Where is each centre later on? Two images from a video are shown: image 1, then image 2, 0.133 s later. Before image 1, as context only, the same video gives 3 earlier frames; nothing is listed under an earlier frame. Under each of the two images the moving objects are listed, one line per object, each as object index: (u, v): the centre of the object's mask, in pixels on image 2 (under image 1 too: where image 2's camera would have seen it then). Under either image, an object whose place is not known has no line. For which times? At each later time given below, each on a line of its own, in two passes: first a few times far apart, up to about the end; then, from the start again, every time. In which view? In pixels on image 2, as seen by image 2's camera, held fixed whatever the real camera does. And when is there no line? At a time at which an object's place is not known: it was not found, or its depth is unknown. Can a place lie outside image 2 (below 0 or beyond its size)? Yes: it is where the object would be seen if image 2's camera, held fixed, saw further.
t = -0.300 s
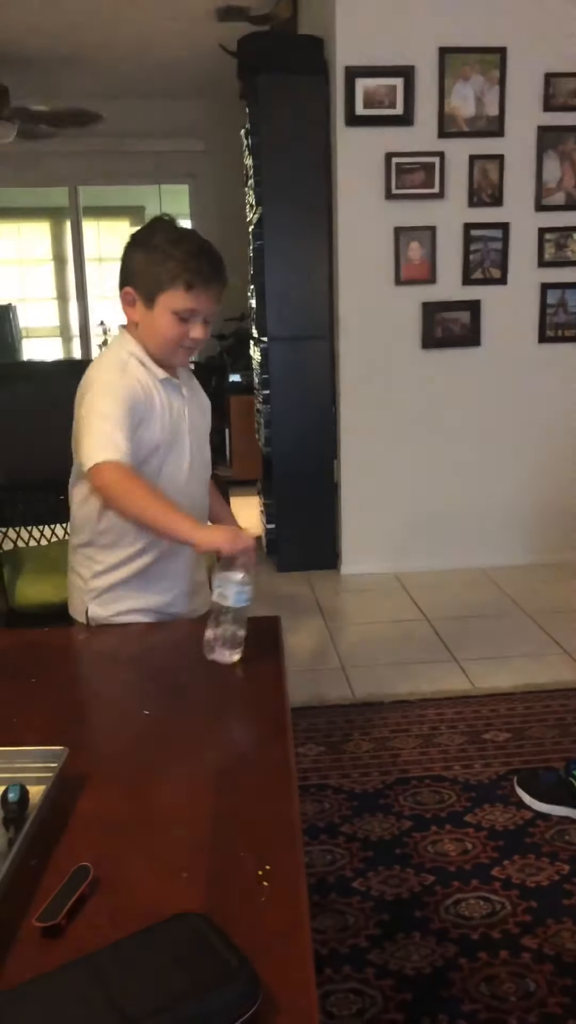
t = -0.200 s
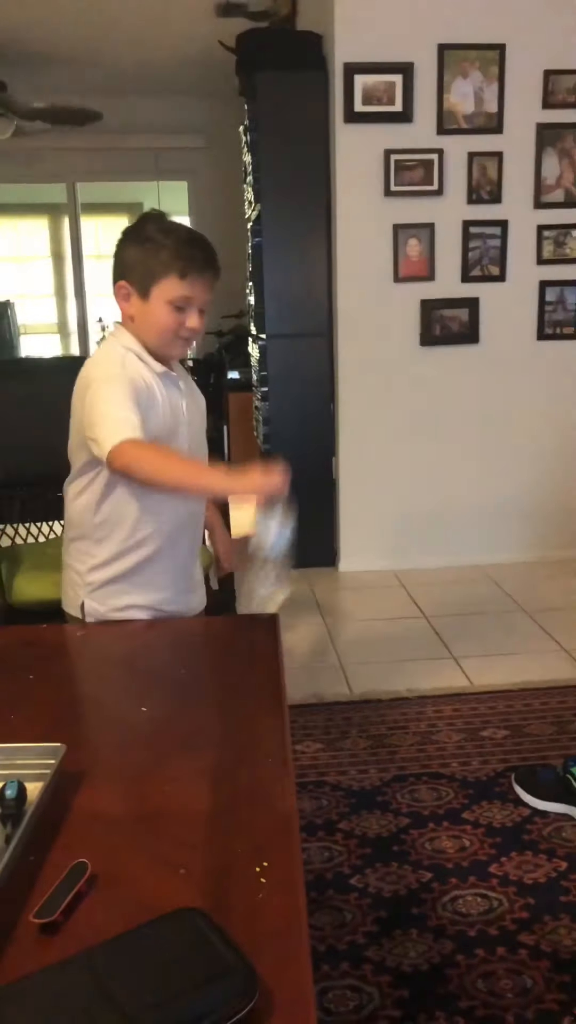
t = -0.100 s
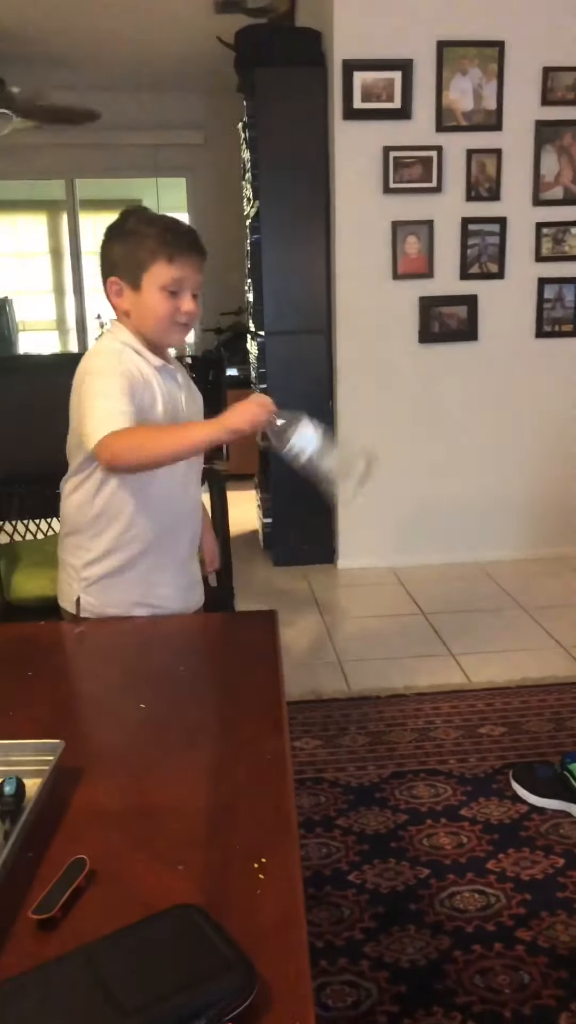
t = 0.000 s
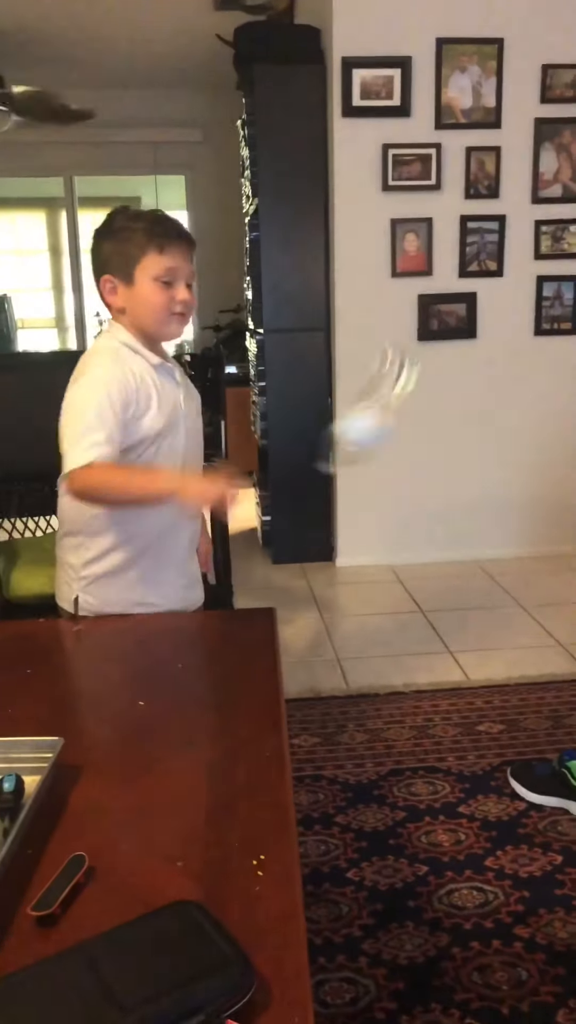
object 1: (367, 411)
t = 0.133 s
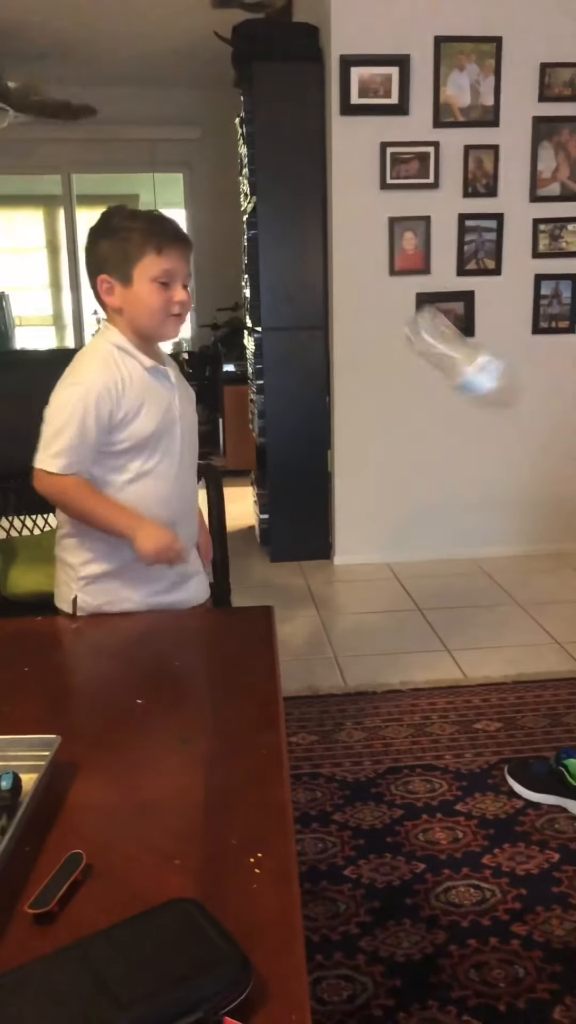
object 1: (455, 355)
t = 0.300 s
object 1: (524, 461)
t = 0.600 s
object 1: (593, 911)
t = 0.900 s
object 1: (626, 921)
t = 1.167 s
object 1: (626, 921)
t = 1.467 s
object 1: (626, 921)
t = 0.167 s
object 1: (476, 363)
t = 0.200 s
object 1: (487, 376)
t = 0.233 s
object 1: (503, 396)
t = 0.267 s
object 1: (511, 425)
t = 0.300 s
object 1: (524, 461)
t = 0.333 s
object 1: (526, 507)
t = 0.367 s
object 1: (539, 555)
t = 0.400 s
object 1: (545, 612)
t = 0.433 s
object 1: (552, 681)
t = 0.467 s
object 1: (558, 738)
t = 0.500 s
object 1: (566, 812)
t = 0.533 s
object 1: (575, 883)
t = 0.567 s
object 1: (585, 902)
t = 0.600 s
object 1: (593, 911)
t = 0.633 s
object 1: (601, 918)
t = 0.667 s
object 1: (611, 918)
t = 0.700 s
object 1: (617, 919)
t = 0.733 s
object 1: (621, 921)
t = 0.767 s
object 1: (624, 921)
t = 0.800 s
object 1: (627, 921)
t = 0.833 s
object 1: (626, 921)
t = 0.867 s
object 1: (627, 921)
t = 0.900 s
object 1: (626, 921)
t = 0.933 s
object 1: (625, 921)
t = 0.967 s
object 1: (626, 921)
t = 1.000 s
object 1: (626, 921)
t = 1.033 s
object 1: (626, 921)
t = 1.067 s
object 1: (626, 921)
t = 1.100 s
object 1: (625, 921)
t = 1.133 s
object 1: (626, 921)
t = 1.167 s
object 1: (626, 921)
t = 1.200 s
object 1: (626, 921)
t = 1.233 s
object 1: (626, 921)
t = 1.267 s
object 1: (626, 921)
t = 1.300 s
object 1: (626, 921)
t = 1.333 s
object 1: (626, 921)
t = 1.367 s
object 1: (626, 921)
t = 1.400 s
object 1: (627, 921)
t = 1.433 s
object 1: (626, 921)
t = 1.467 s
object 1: (626, 921)
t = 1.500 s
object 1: (627, 921)
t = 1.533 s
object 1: (626, 921)
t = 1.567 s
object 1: (626, 921)
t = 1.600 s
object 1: (627, 921)
